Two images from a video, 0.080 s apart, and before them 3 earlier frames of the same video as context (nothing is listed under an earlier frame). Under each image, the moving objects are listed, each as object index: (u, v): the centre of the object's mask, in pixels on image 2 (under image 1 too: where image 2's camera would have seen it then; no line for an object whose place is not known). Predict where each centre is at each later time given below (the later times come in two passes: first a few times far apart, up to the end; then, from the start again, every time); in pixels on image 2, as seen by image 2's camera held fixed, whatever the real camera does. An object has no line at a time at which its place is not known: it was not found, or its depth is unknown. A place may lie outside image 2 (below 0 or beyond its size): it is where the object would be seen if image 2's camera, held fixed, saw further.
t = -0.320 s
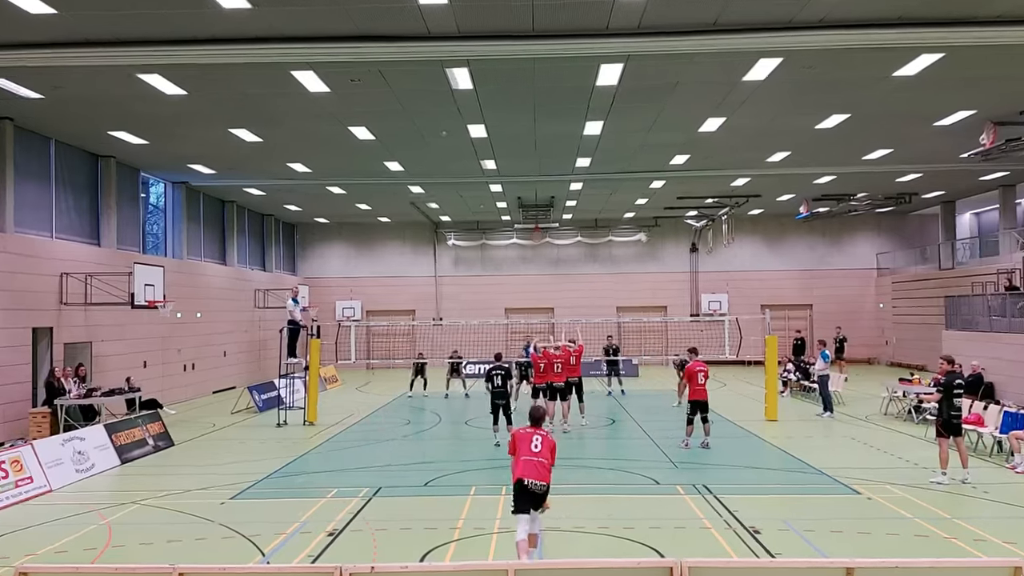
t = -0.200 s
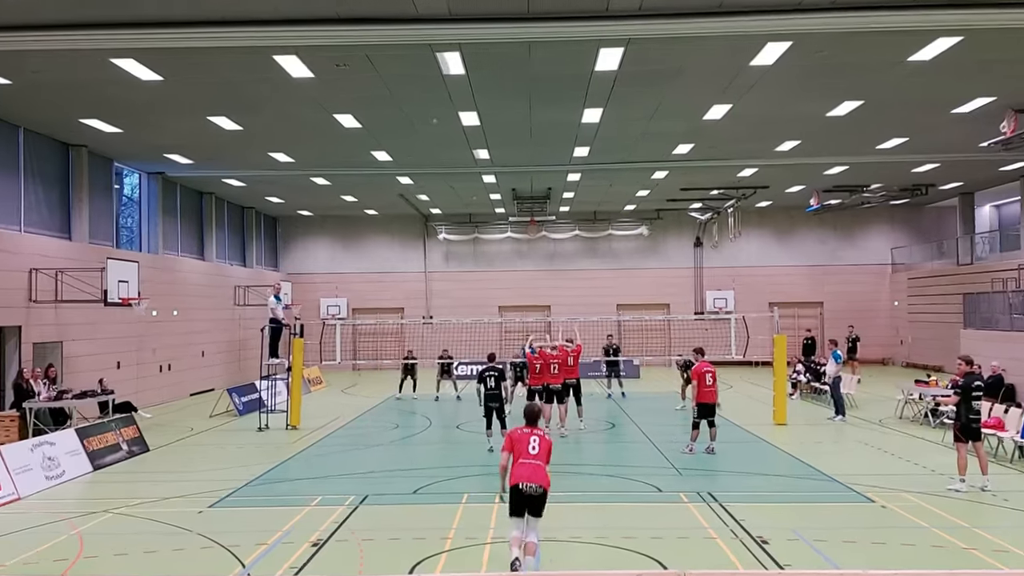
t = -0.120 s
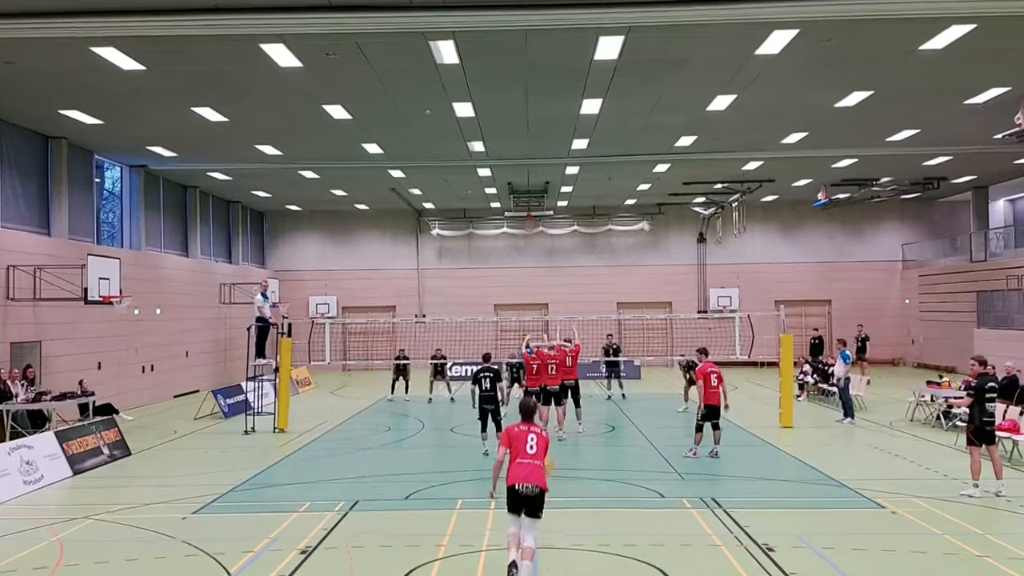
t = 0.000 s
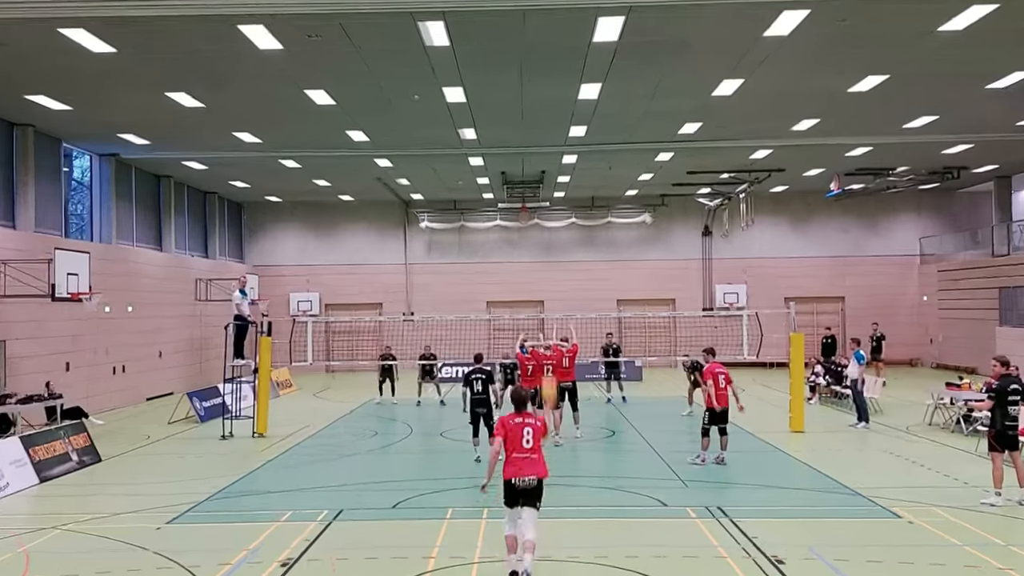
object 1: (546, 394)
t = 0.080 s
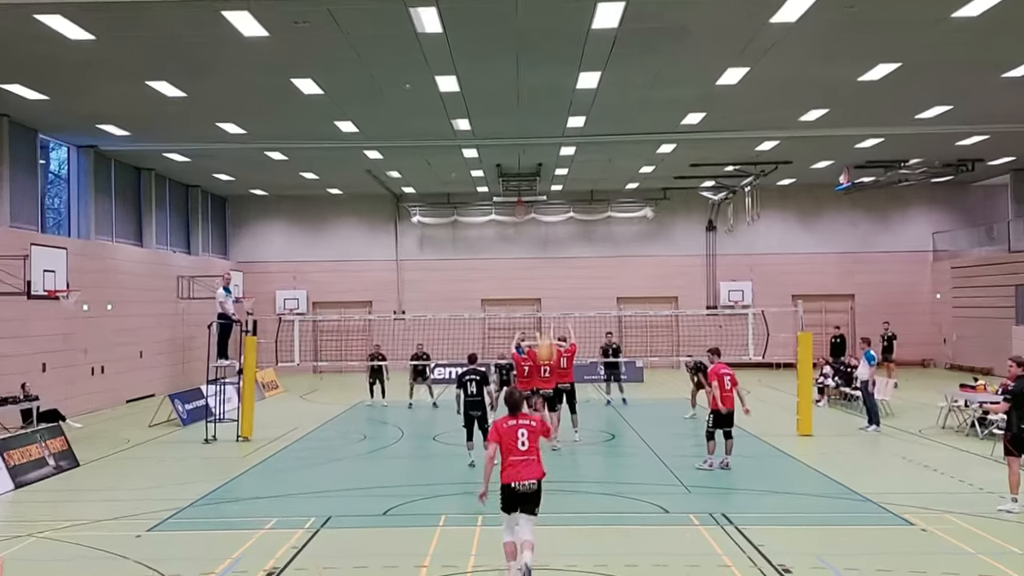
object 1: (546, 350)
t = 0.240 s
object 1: (550, 270)
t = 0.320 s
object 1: (549, 244)
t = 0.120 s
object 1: (548, 330)
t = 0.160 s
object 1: (549, 312)
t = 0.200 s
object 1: (550, 285)
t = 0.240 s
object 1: (550, 270)
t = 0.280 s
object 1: (549, 255)
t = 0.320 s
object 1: (549, 244)
